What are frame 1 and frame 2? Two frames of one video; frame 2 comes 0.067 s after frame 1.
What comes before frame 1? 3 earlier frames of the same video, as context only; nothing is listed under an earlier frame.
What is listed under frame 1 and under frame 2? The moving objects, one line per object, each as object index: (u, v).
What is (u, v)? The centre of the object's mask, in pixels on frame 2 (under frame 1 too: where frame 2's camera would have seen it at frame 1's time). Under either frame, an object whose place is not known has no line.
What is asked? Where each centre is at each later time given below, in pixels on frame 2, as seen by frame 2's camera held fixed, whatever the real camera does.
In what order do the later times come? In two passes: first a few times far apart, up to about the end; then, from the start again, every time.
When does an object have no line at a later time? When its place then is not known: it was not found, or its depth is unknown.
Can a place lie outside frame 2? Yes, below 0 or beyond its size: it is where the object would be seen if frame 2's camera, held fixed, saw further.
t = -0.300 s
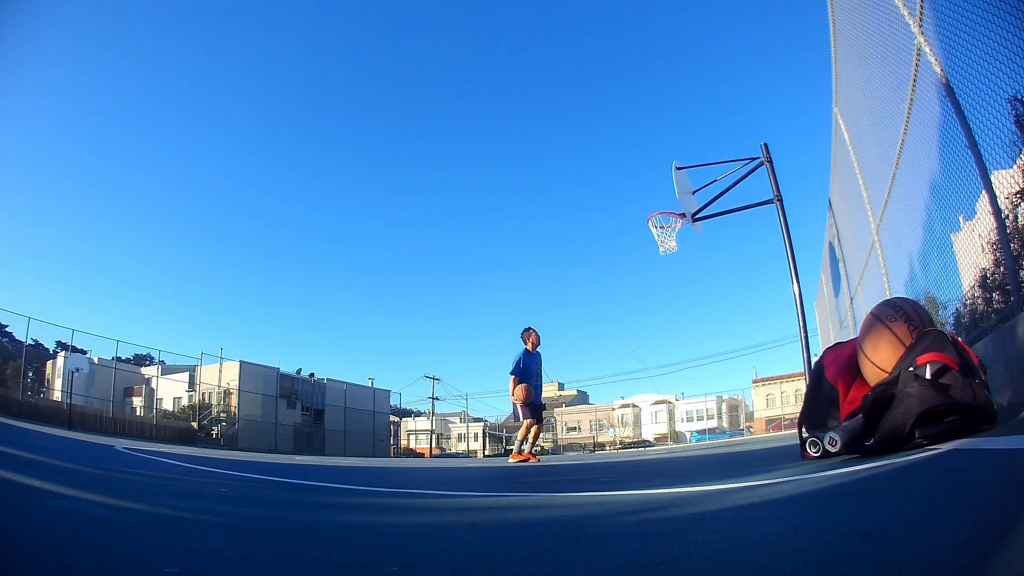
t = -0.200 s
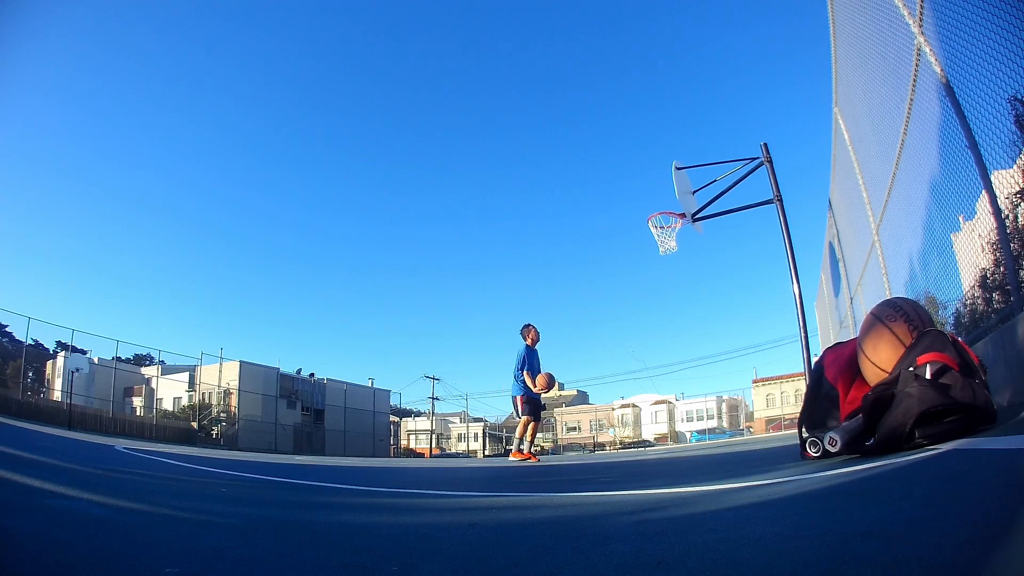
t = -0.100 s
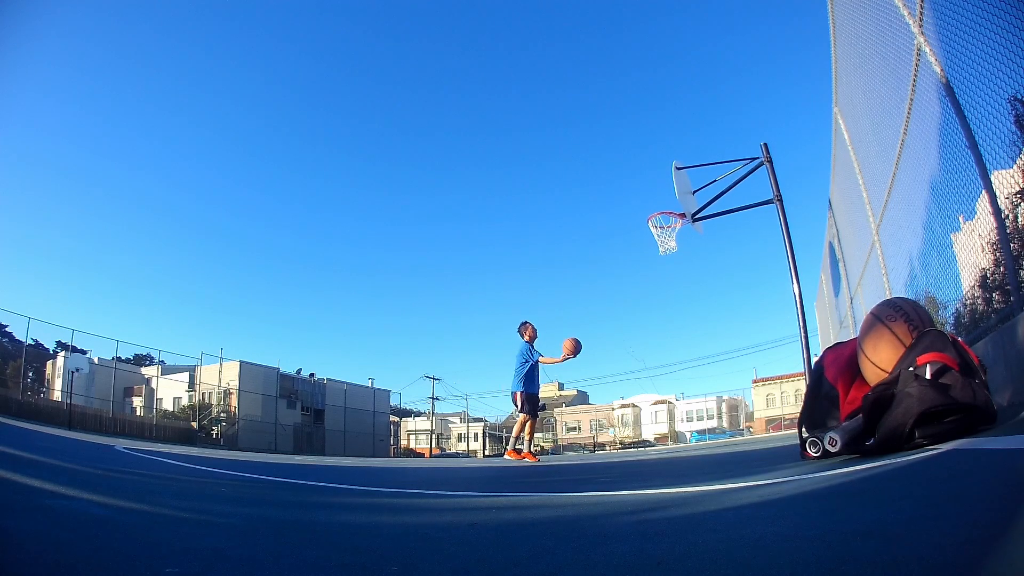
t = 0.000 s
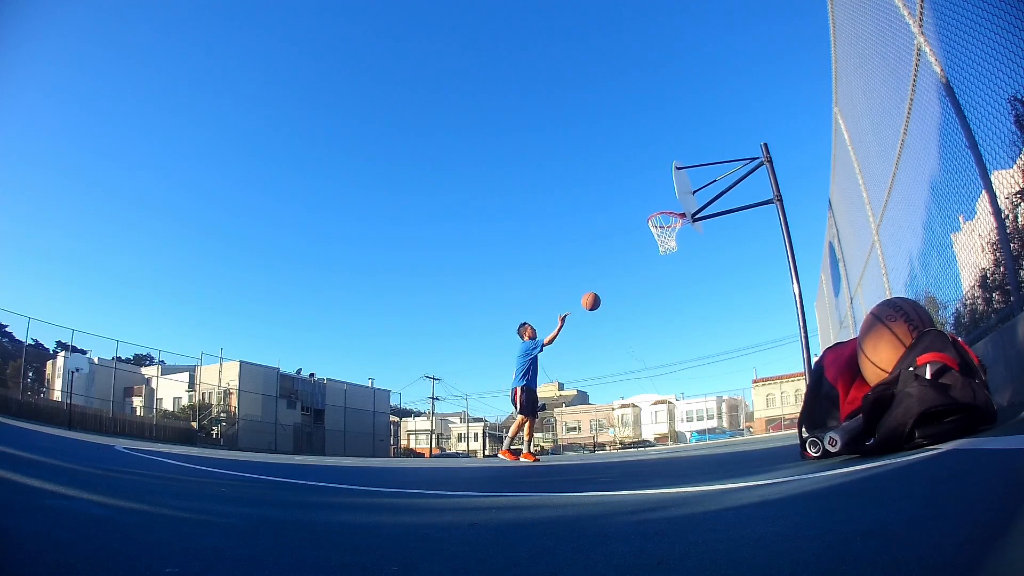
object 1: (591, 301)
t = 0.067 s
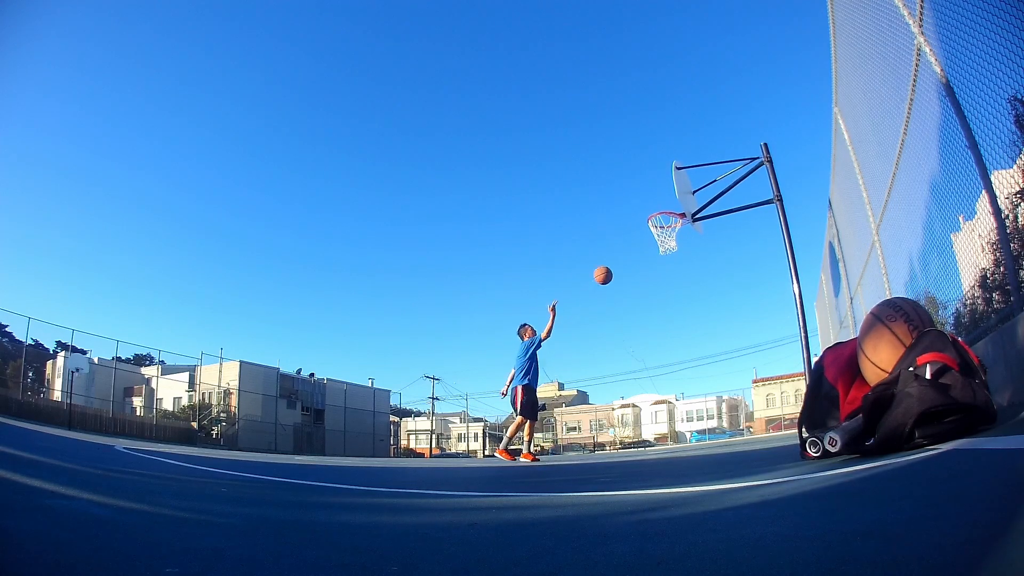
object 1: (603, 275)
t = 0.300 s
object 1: (644, 211)
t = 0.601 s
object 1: (650, 193)
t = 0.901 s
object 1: (618, 242)
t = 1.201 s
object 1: (591, 358)
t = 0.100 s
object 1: (609, 263)
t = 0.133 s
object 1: (615, 252)
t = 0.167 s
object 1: (620, 242)
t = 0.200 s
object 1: (626, 233)
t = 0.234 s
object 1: (632, 225)
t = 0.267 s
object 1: (638, 218)
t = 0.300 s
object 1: (644, 211)
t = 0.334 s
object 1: (649, 206)
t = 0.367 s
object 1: (655, 201)
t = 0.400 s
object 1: (661, 196)
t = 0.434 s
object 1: (667, 193)
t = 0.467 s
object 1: (666, 191)
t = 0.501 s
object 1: (662, 191)
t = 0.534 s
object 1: (658, 191)
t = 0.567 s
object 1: (654, 192)
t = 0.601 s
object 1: (650, 193)
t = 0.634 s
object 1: (646, 196)
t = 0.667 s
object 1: (642, 199)
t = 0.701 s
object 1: (639, 203)
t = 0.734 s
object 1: (635, 207)
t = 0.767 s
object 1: (631, 213)
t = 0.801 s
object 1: (628, 218)
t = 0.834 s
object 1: (625, 225)
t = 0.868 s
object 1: (622, 233)
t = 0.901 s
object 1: (618, 242)
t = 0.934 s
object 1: (615, 251)
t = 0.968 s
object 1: (612, 261)
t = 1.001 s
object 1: (609, 272)
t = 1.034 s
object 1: (606, 284)
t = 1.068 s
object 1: (603, 297)
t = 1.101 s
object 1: (600, 311)
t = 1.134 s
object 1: (597, 326)
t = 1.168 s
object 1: (594, 342)
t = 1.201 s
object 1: (591, 358)
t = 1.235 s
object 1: (588, 376)
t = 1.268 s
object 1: (584, 394)
